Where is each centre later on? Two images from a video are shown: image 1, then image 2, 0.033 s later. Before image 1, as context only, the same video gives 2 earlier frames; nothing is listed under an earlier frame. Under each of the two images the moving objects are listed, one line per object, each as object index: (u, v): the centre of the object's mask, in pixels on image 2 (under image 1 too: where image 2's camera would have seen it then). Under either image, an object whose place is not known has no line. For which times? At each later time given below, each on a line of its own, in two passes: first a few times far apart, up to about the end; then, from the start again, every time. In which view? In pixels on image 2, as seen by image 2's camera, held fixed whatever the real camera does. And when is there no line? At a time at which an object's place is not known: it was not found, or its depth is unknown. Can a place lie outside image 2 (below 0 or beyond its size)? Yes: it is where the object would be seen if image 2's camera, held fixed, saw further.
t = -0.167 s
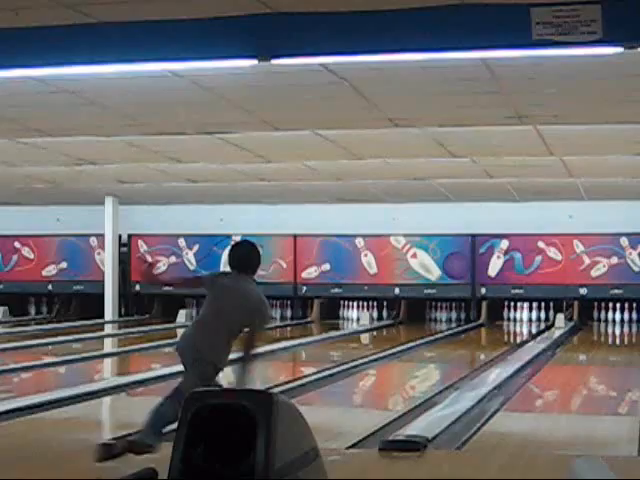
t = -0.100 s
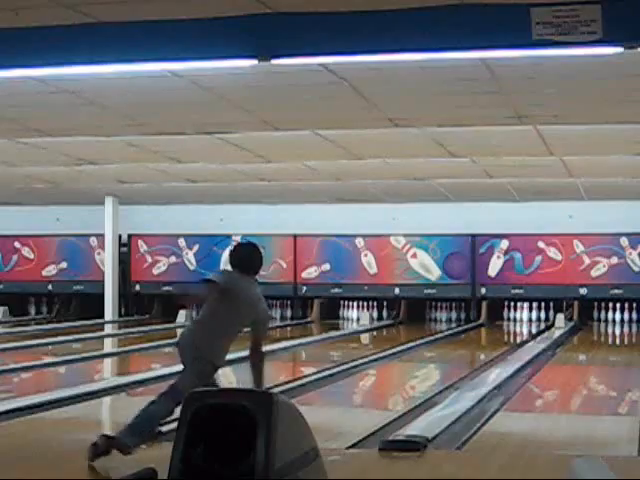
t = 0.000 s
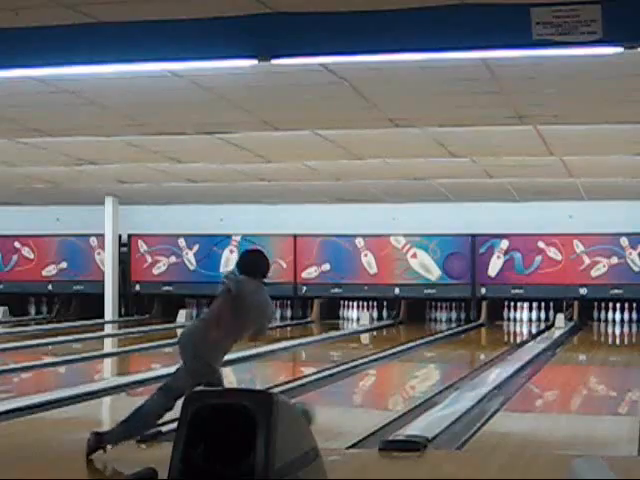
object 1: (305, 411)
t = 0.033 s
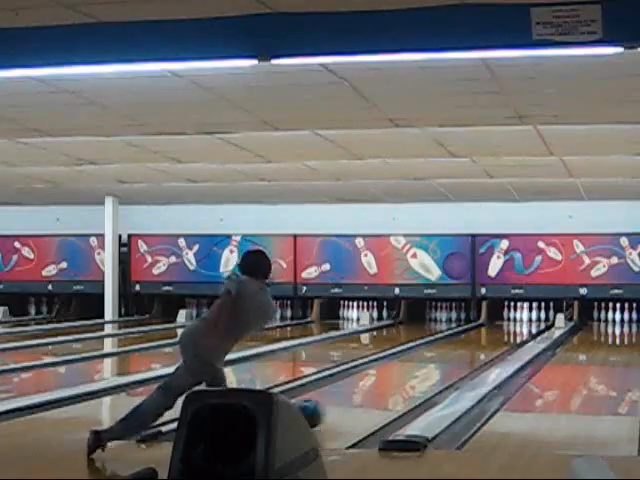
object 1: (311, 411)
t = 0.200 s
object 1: (352, 397)
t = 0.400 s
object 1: (394, 380)
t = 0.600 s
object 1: (425, 367)
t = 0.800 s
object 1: (450, 358)
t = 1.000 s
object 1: (470, 347)
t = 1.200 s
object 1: (486, 341)
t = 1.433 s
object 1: (498, 335)
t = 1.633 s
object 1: (509, 330)
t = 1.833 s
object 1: (517, 326)
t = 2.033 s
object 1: (523, 322)
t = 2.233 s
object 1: (525, 319)
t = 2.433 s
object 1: (529, 316)
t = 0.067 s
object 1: (318, 411)
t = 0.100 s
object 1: (328, 406)
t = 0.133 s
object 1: (337, 403)
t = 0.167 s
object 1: (344, 400)
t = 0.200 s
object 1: (352, 397)
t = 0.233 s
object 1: (361, 394)
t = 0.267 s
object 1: (368, 391)
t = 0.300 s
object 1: (375, 387)
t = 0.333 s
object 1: (382, 385)
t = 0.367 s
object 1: (387, 383)
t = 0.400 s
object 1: (394, 380)
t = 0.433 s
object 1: (400, 378)
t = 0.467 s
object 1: (405, 376)
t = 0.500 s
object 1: (411, 373)
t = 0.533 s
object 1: (416, 371)
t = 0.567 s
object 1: (421, 368)
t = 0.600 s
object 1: (425, 367)
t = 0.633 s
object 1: (430, 365)
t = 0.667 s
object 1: (434, 363)
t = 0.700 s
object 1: (438, 361)
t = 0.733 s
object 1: (442, 360)
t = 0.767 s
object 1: (445, 359)
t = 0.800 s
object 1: (450, 358)
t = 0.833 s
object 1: (453, 355)
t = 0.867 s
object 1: (457, 353)
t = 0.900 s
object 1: (460, 353)
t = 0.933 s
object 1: (462, 351)
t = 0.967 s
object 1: (466, 349)
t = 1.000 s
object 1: (470, 347)
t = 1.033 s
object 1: (472, 347)
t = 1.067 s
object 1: (474, 346)
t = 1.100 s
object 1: (477, 345)
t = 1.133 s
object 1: (480, 344)
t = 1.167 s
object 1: (483, 342)
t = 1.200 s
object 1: (486, 341)
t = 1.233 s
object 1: (487, 341)
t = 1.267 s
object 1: (489, 340)
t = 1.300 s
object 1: (491, 339)
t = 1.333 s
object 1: (493, 337)
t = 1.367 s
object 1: (495, 336)
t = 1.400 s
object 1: (497, 335)
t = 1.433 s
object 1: (498, 335)
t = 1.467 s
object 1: (500, 334)
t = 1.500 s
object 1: (501, 333)
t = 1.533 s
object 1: (504, 333)
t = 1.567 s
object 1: (506, 332)
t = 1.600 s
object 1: (507, 331)
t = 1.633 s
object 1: (509, 330)
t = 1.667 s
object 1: (511, 329)
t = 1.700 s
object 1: (512, 329)
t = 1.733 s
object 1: (512, 329)
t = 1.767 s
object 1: (515, 327)
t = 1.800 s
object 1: (516, 326)
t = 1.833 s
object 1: (517, 326)
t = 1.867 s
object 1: (518, 325)
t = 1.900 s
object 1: (519, 325)
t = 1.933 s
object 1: (519, 324)
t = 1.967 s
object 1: (520, 323)
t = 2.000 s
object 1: (521, 323)
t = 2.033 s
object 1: (523, 322)
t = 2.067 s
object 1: (524, 321)
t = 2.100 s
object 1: (524, 321)
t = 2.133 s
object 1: (524, 321)
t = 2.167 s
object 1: (525, 320)
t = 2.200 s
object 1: (525, 320)
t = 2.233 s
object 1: (525, 319)
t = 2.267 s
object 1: (526, 318)
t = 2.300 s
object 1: (525, 318)
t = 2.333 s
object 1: (525, 318)
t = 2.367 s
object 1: (525, 318)
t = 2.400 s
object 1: (527, 317)
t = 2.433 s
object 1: (529, 316)
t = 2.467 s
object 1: (529, 317)
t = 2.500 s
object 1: (529, 317)
